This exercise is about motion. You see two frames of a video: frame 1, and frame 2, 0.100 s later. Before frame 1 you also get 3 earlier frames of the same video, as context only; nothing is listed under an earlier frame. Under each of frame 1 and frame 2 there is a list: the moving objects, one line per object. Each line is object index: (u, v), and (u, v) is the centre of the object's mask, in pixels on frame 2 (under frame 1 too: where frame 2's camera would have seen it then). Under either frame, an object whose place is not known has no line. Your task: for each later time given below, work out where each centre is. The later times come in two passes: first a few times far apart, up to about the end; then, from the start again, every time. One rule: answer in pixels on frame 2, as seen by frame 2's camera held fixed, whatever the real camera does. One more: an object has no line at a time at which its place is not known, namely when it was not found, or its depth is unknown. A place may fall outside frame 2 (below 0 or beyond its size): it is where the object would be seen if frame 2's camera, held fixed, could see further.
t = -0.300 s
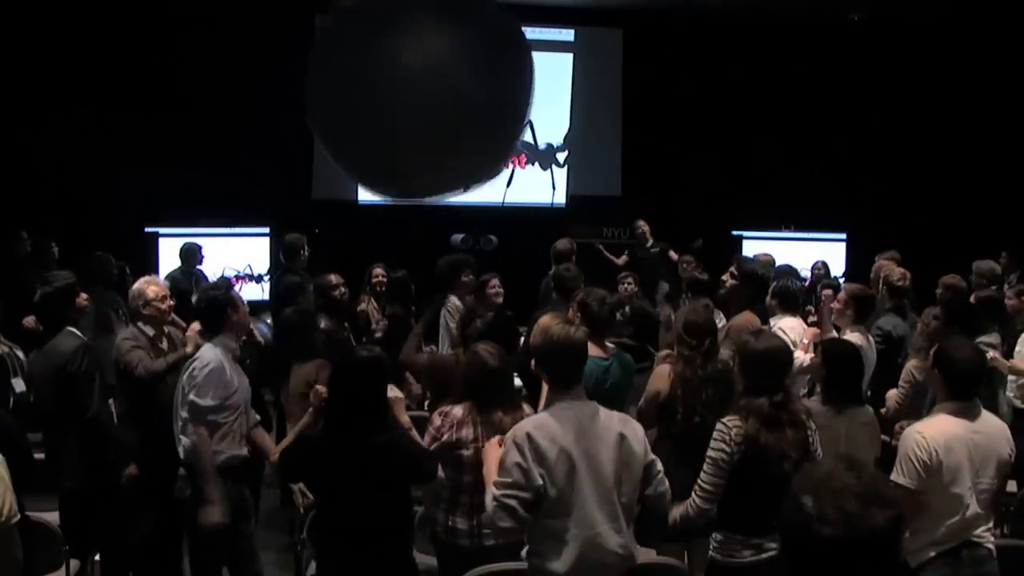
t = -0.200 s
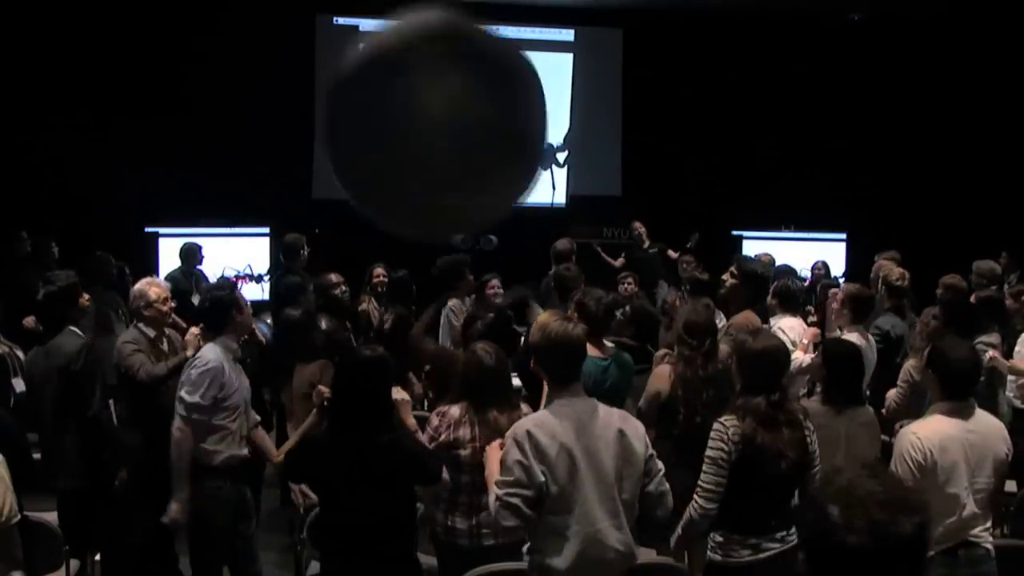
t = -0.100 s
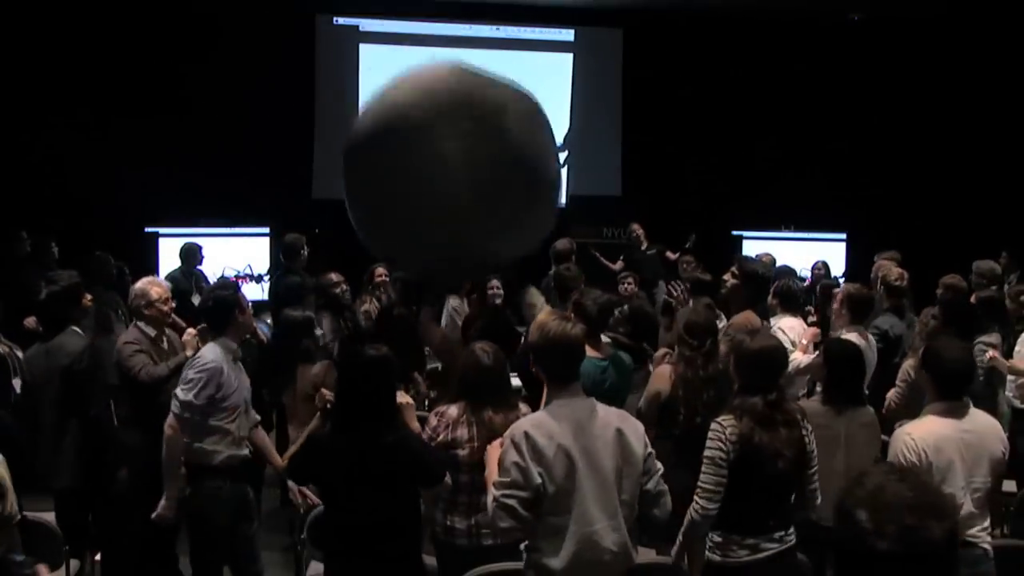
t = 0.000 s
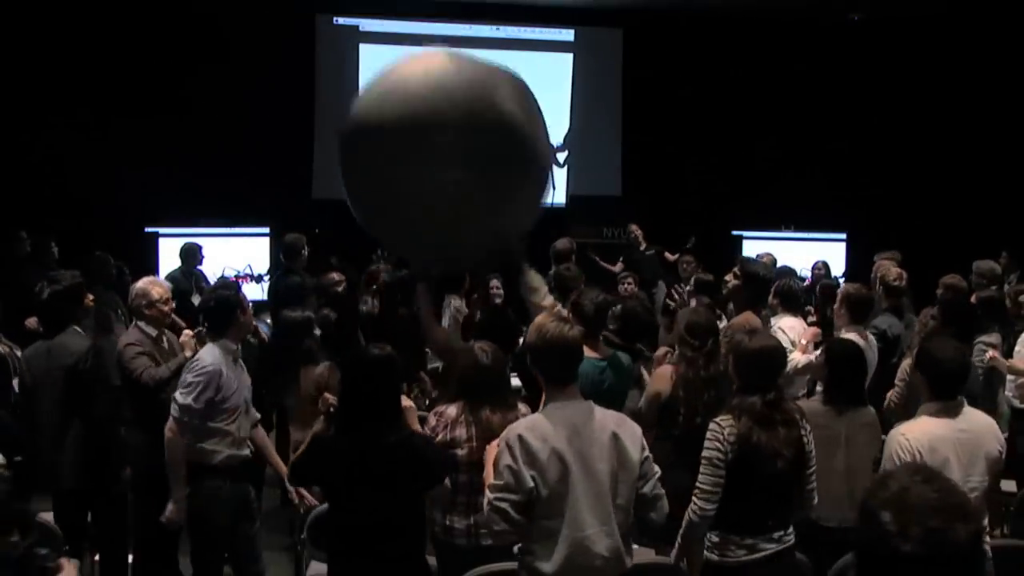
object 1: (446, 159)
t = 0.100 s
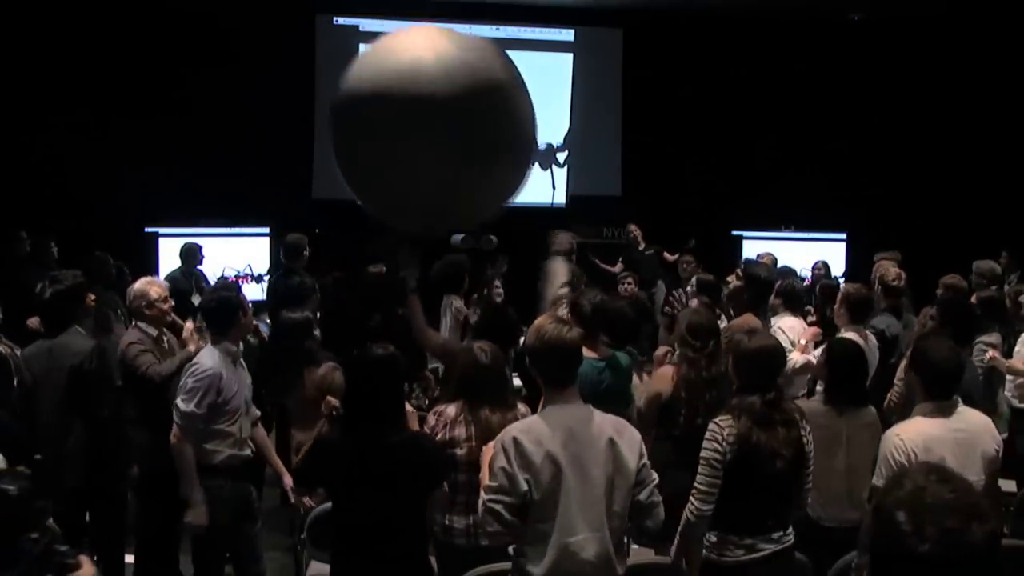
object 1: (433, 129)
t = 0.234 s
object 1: (416, 107)
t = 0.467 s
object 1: (391, 111)
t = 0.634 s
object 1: (374, 142)
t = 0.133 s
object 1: (428, 122)
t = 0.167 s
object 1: (424, 116)
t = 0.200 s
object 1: (420, 111)
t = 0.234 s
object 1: (416, 107)
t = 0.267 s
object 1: (411, 105)
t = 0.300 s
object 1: (409, 103)
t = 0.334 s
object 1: (406, 103)
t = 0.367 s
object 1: (402, 103)
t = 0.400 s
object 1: (398, 105)
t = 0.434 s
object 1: (395, 107)
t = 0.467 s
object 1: (391, 111)
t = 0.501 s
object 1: (387, 116)
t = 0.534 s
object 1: (384, 121)
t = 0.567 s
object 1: (380, 128)
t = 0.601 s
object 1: (377, 135)
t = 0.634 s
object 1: (374, 142)
